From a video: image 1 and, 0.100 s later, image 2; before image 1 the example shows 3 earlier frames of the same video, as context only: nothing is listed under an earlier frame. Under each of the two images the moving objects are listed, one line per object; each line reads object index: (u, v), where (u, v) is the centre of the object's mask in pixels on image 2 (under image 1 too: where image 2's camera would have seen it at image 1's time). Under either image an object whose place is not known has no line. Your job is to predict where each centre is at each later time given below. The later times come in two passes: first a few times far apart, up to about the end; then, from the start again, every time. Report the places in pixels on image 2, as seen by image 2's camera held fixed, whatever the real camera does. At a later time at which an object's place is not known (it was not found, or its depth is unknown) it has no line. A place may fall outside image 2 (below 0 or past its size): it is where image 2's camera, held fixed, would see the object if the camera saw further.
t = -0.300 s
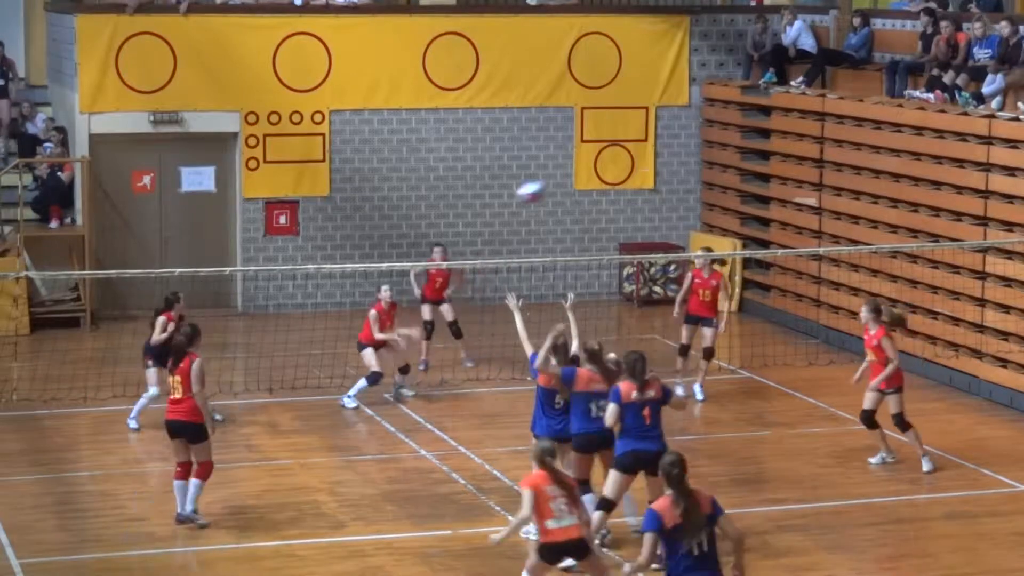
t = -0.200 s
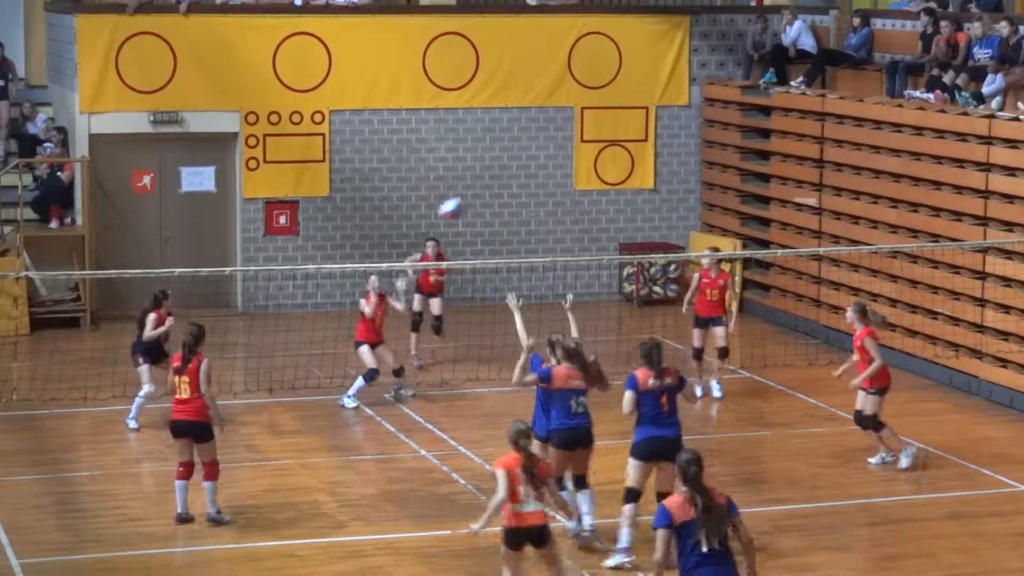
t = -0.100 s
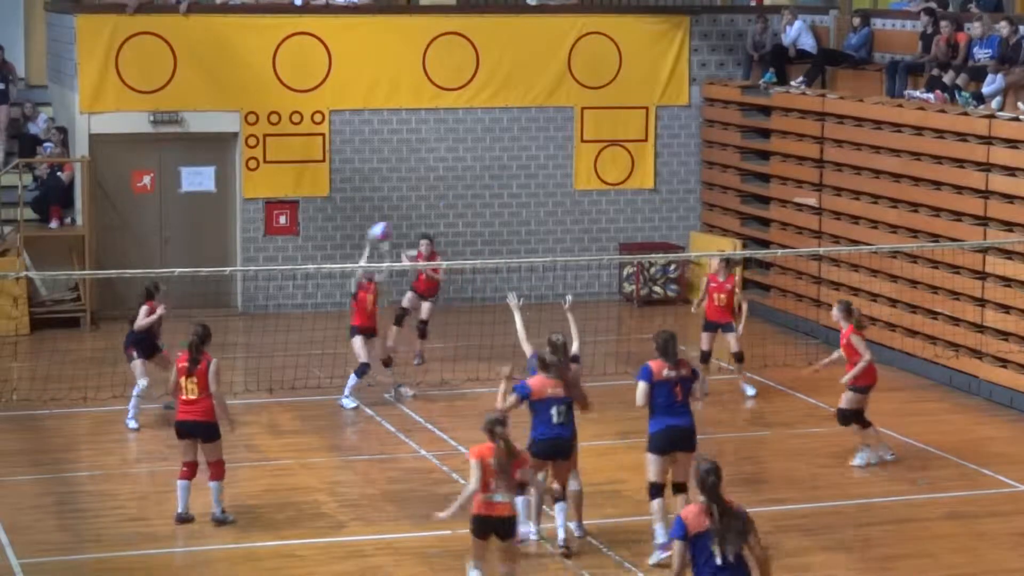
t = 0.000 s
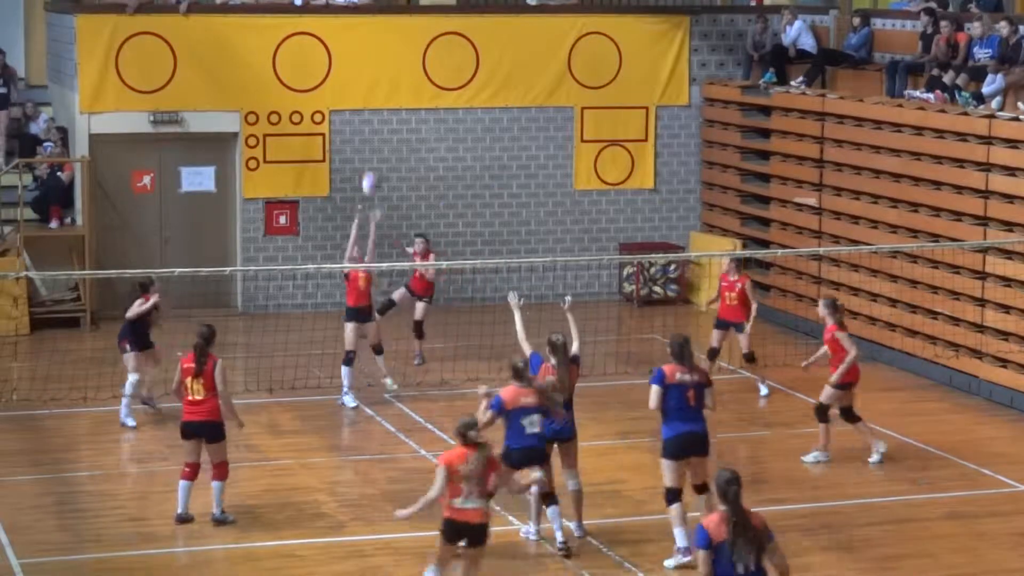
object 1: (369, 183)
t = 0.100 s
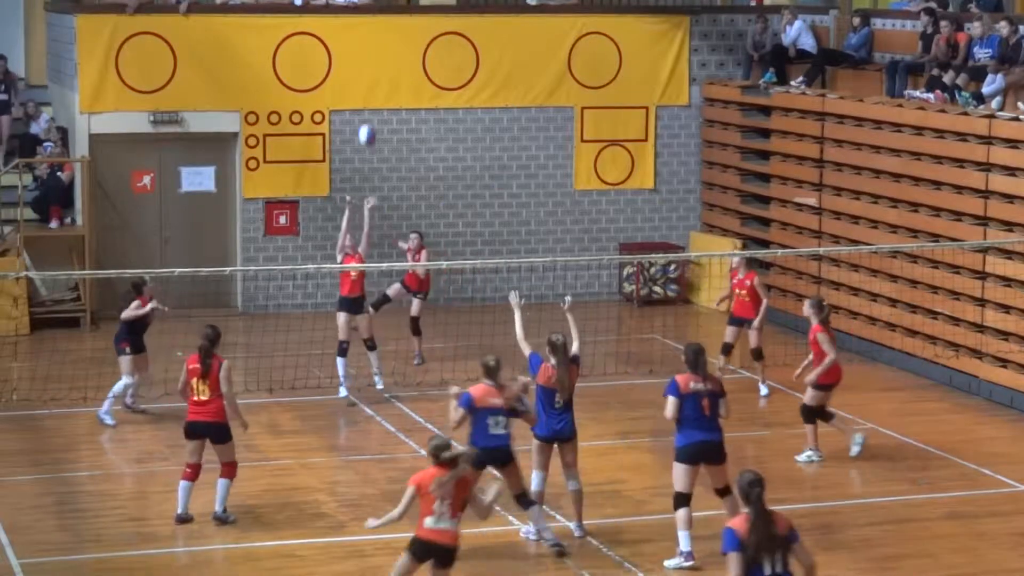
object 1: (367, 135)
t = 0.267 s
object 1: (357, 77)
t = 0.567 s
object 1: (341, 36)
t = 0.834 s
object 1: (327, 68)
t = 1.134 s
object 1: (311, 180)
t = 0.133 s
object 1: (365, 122)
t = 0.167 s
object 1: (364, 109)
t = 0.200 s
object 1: (360, 98)
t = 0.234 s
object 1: (359, 86)
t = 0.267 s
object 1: (357, 77)
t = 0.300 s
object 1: (355, 67)
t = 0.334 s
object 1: (353, 60)
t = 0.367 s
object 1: (352, 53)
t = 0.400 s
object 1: (350, 48)
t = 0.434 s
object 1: (348, 44)
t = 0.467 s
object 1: (347, 40)
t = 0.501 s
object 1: (345, 38)
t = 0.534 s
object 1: (343, 36)
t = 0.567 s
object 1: (341, 36)
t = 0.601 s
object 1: (339, 36)
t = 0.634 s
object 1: (337, 38)
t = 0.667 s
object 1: (336, 40)
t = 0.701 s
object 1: (334, 44)
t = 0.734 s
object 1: (332, 49)
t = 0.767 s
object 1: (330, 54)
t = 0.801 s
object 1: (329, 60)
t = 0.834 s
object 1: (327, 68)
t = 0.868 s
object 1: (326, 77)
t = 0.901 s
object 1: (323, 87)
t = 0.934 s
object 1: (322, 97)
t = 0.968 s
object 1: (320, 109)
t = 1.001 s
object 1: (318, 121)
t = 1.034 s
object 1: (316, 134)
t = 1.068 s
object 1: (315, 148)
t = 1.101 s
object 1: (313, 163)
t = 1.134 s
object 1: (311, 180)
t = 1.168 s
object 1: (309, 196)
